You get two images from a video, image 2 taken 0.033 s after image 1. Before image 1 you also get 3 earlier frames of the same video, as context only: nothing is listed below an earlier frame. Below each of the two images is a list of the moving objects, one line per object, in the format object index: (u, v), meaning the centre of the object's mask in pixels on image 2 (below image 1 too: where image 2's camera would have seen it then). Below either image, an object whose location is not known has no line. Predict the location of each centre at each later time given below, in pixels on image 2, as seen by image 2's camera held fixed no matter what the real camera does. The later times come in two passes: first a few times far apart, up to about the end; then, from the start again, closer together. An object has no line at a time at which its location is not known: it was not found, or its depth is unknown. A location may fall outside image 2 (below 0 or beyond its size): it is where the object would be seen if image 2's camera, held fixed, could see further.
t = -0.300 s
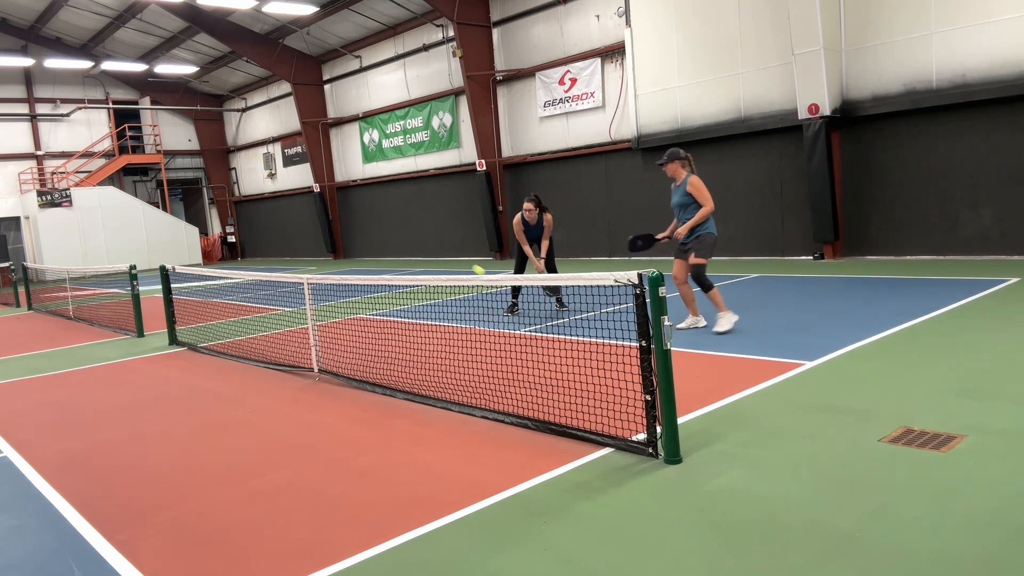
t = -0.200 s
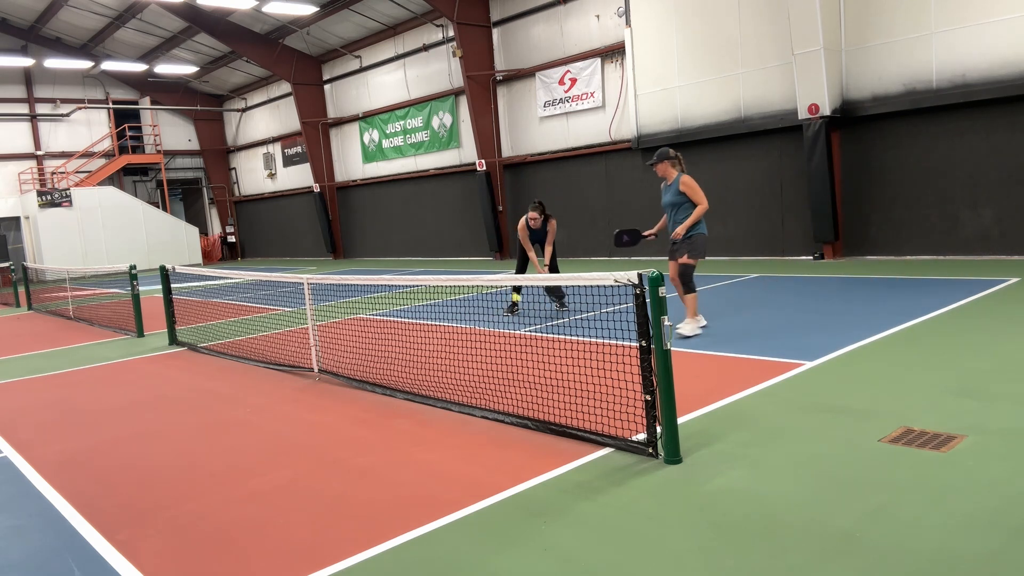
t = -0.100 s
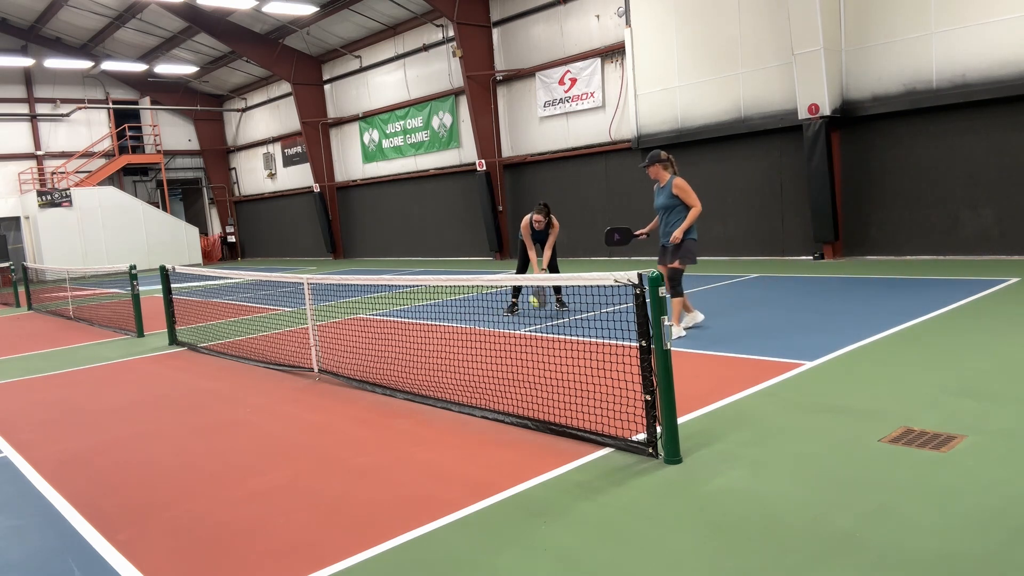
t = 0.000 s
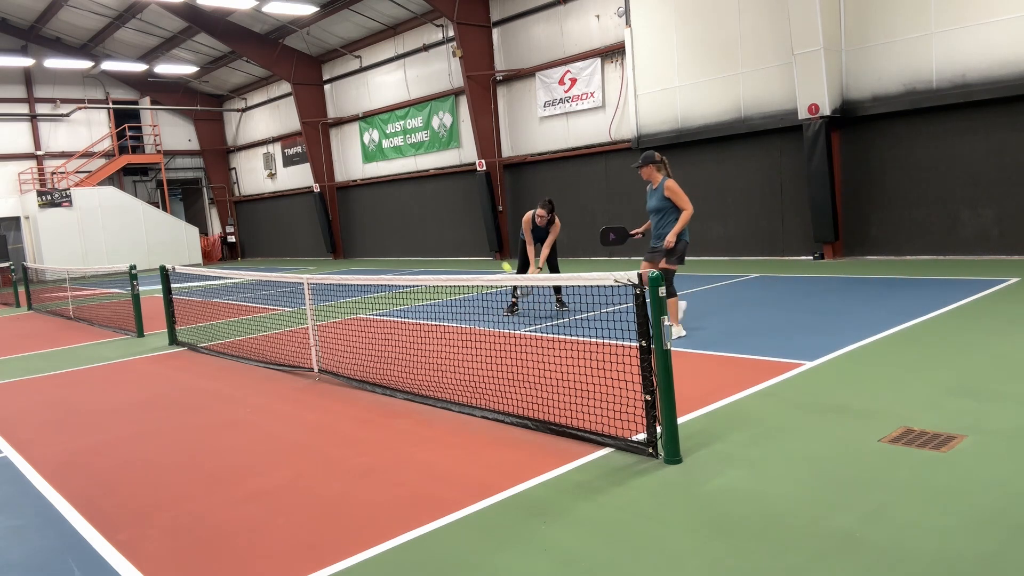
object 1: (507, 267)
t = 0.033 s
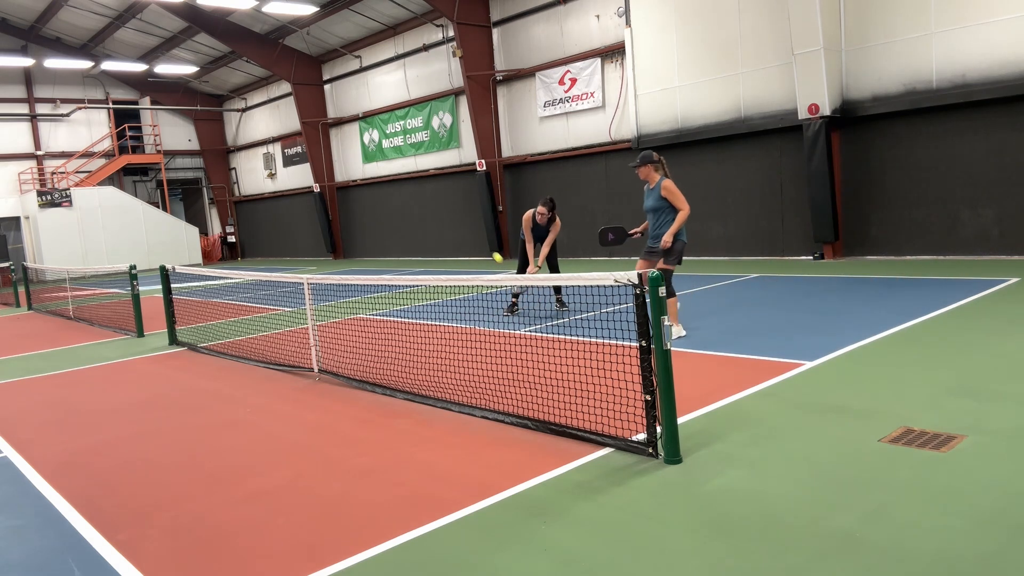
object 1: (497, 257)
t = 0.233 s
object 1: (440, 215)
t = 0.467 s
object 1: (367, 212)
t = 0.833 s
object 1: (234, 348)
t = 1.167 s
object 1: (160, 355)
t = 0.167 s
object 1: (460, 226)
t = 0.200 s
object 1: (450, 220)
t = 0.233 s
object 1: (440, 215)
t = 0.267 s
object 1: (430, 211)
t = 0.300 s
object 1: (420, 208)
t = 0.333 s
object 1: (410, 207)
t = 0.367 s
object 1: (399, 206)
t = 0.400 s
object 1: (389, 207)
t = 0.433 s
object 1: (378, 209)
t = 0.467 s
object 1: (367, 212)
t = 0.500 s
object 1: (356, 216)
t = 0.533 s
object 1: (344, 222)
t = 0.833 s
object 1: (234, 348)
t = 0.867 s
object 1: (221, 371)
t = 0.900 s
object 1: (208, 397)
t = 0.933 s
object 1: (195, 423)
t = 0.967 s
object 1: (188, 411)
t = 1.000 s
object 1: (183, 398)
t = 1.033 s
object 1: (178, 386)
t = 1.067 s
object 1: (173, 376)
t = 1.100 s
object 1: (168, 367)
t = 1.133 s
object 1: (164, 360)
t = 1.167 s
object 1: (160, 355)
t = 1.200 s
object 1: (156, 351)
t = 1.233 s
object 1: (152, 349)
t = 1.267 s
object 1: (148, 349)
